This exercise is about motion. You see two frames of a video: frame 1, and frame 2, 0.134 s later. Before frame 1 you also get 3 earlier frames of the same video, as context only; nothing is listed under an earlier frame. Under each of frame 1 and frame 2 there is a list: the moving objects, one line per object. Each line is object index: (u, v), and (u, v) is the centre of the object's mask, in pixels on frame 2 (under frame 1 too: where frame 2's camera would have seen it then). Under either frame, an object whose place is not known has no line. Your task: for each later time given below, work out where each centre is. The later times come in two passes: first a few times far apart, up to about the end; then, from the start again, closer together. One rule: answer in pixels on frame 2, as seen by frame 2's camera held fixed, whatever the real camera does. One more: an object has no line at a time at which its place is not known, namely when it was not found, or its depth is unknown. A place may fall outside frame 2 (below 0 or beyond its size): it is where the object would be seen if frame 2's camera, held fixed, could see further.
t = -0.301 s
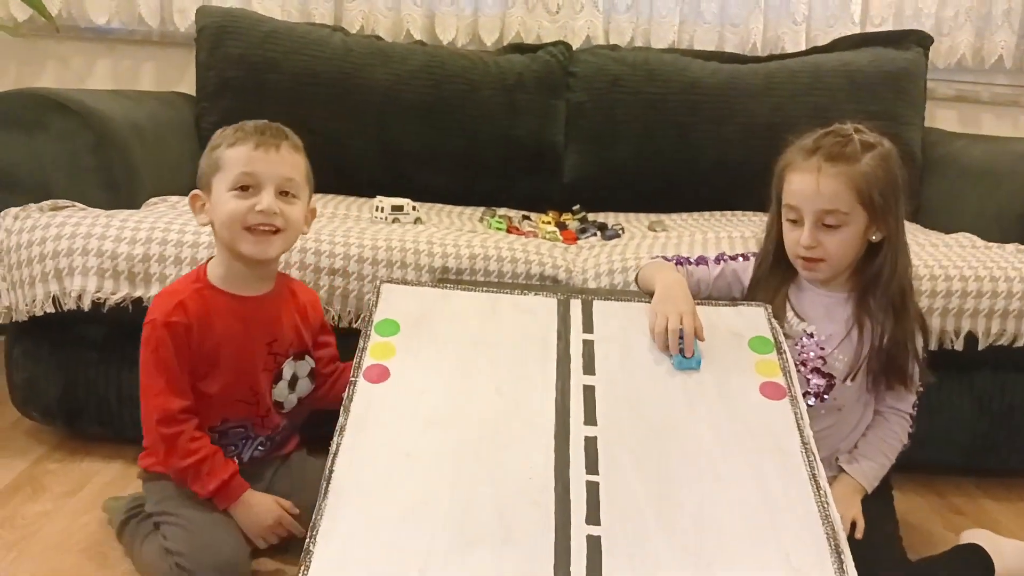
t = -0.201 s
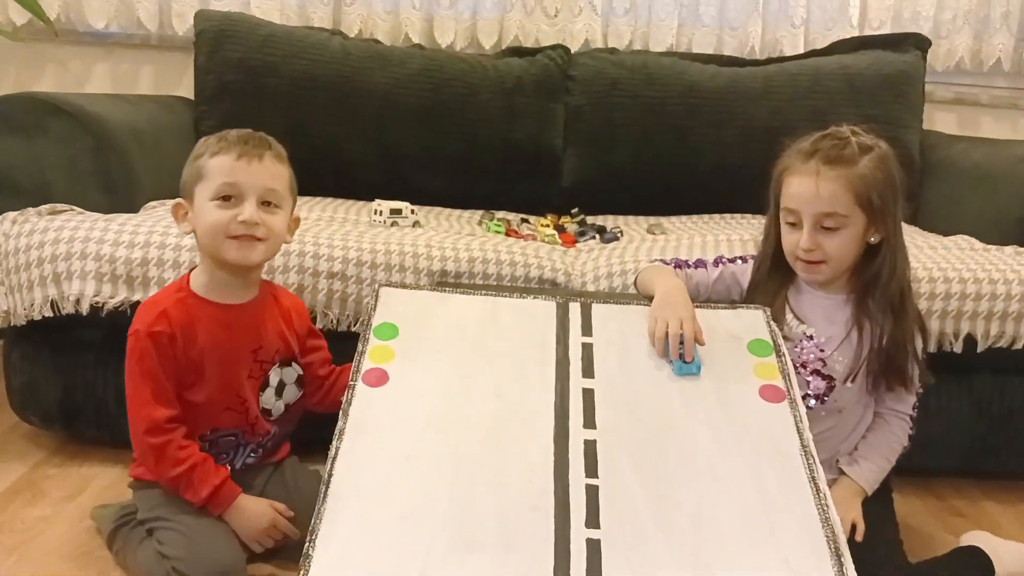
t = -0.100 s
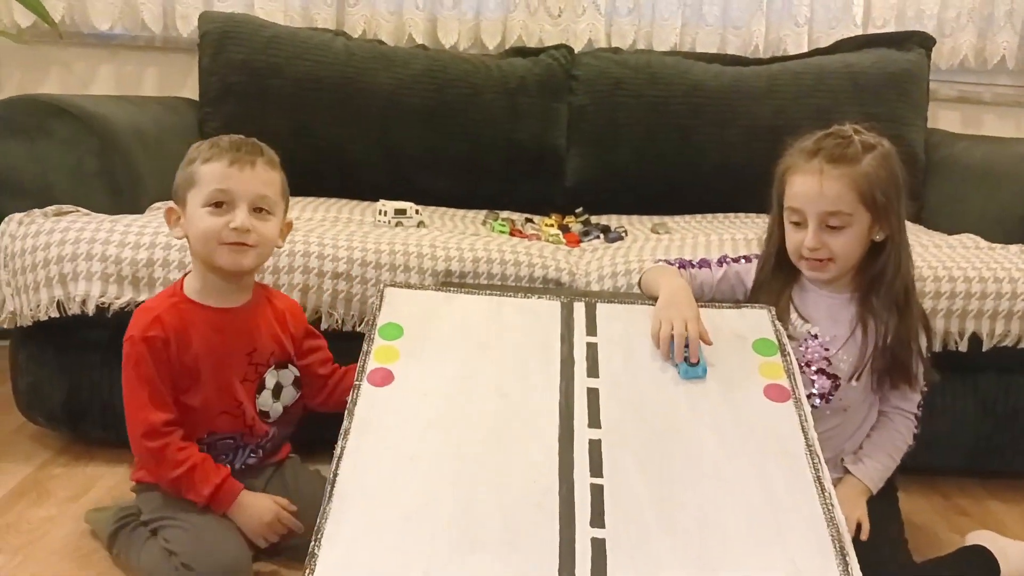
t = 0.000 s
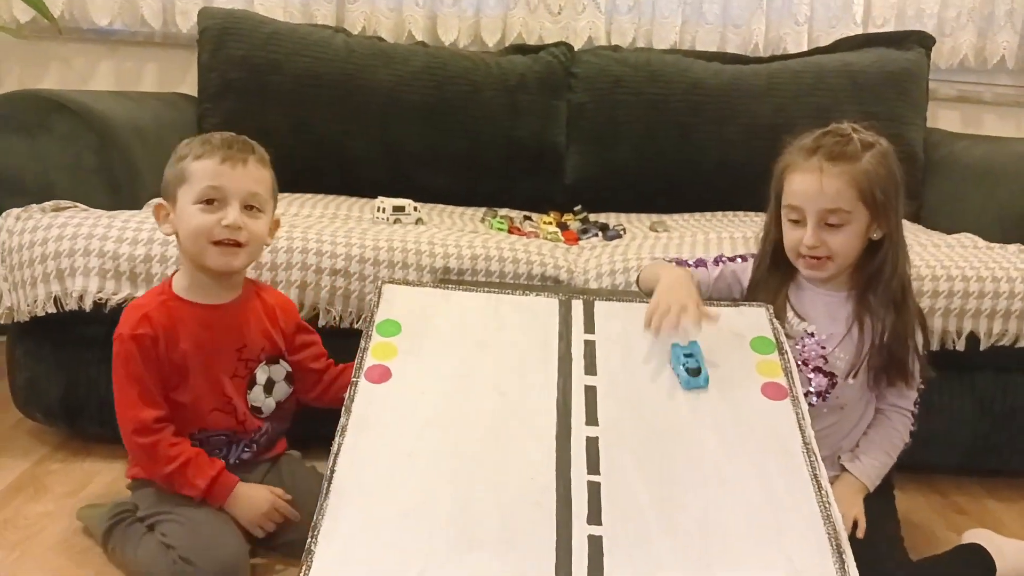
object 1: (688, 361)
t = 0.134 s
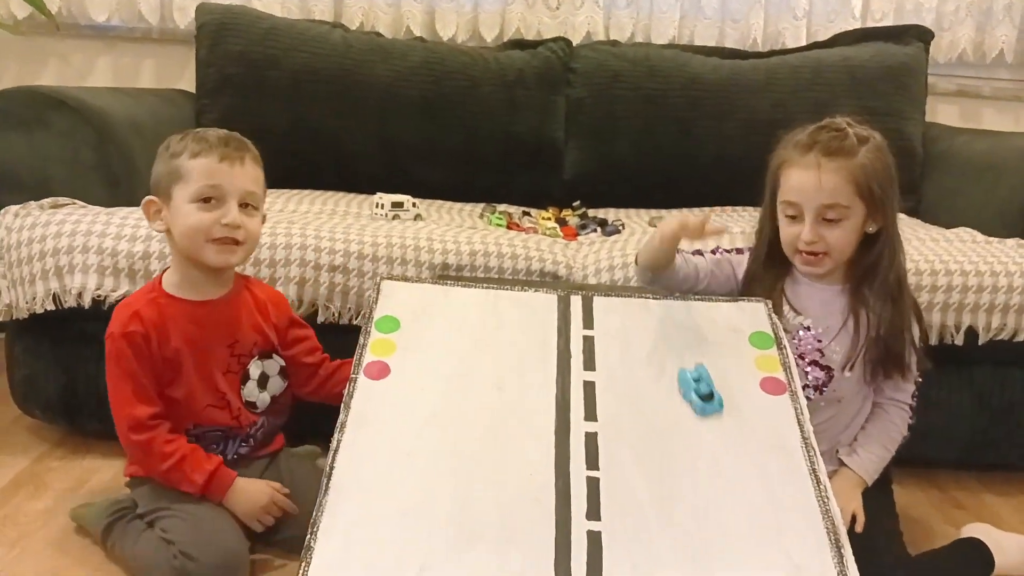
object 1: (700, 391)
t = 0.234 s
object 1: (714, 422)
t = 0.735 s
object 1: (751, 537)
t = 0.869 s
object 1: (744, 542)
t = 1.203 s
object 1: (745, 546)
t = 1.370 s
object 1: (745, 546)
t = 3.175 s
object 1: (745, 546)
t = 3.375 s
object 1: (745, 547)
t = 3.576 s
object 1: (745, 549)
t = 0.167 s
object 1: (704, 401)
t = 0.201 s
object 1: (708, 411)
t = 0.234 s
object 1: (714, 422)
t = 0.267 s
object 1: (720, 433)
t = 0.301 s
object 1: (726, 444)
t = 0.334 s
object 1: (732, 455)
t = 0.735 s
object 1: (751, 537)
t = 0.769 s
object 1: (749, 538)
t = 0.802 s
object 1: (747, 539)
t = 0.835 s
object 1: (745, 541)
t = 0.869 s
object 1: (744, 542)
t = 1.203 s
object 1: (745, 546)
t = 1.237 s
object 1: (744, 546)
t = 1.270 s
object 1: (745, 546)
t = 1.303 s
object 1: (744, 546)
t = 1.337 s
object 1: (744, 546)
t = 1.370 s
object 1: (745, 546)
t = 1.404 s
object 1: (745, 546)
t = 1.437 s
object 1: (744, 547)
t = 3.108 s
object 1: (745, 545)
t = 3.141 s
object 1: (745, 546)
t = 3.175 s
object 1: (745, 546)
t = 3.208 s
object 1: (744, 546)
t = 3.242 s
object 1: (745, 546)
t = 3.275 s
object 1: (745, 546)
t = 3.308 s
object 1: (745, 546)
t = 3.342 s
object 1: (745, 546)
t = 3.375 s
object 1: (745, 547)
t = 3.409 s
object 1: (745, 547)
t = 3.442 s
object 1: (745, 547)
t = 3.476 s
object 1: (745, 547)
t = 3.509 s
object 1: (745, 547)
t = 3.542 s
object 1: (745, 548)
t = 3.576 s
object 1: (745, 549)
